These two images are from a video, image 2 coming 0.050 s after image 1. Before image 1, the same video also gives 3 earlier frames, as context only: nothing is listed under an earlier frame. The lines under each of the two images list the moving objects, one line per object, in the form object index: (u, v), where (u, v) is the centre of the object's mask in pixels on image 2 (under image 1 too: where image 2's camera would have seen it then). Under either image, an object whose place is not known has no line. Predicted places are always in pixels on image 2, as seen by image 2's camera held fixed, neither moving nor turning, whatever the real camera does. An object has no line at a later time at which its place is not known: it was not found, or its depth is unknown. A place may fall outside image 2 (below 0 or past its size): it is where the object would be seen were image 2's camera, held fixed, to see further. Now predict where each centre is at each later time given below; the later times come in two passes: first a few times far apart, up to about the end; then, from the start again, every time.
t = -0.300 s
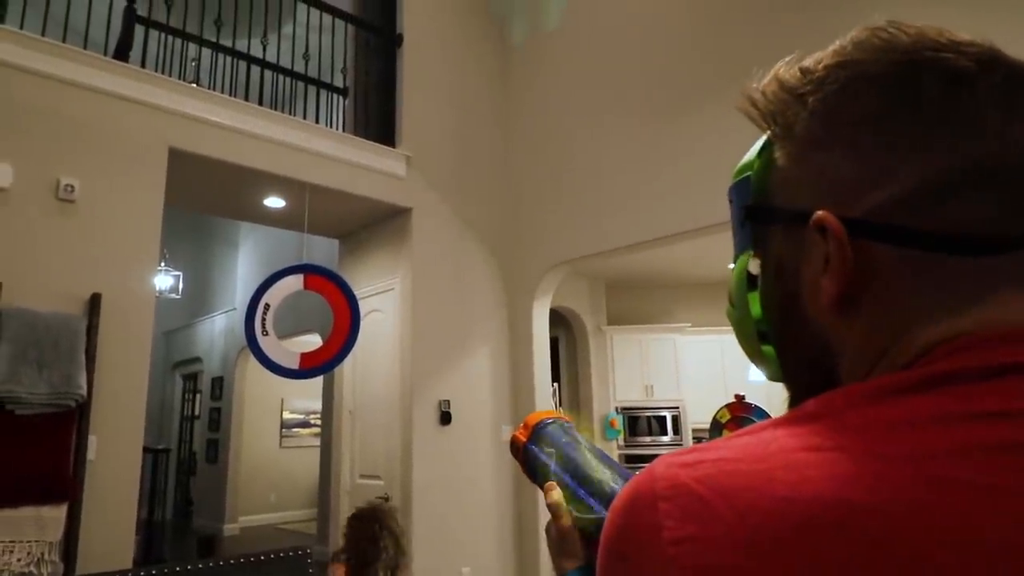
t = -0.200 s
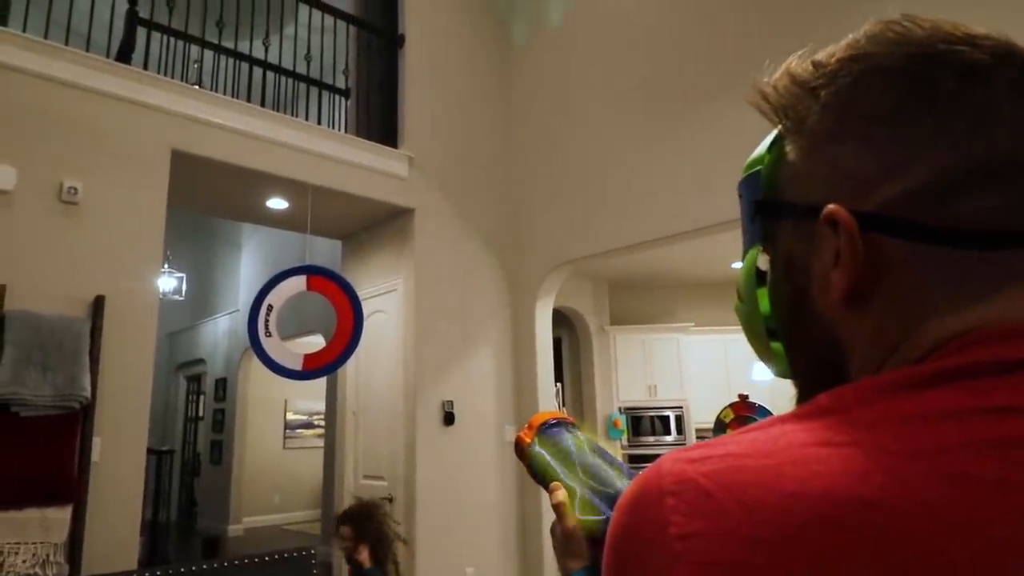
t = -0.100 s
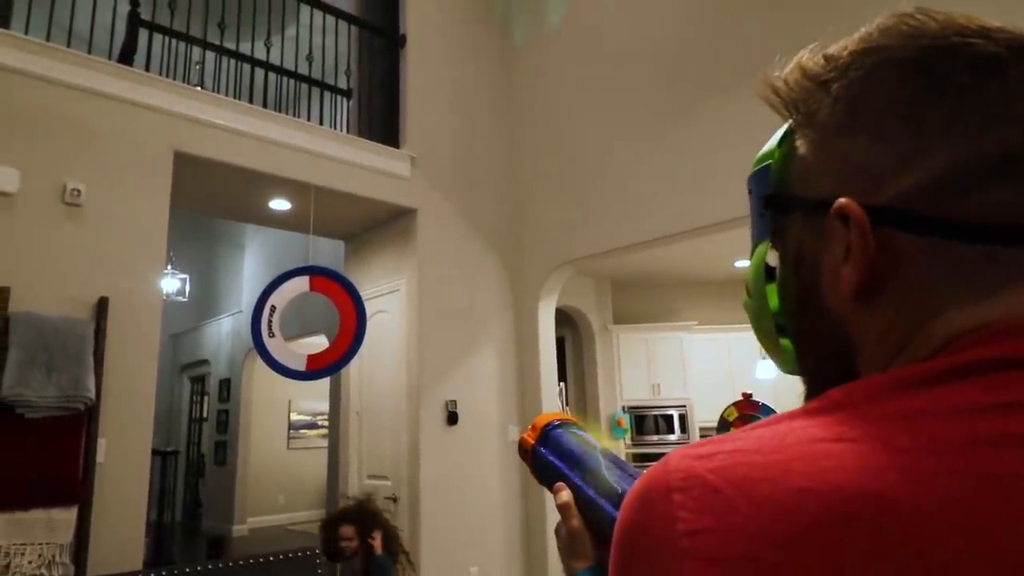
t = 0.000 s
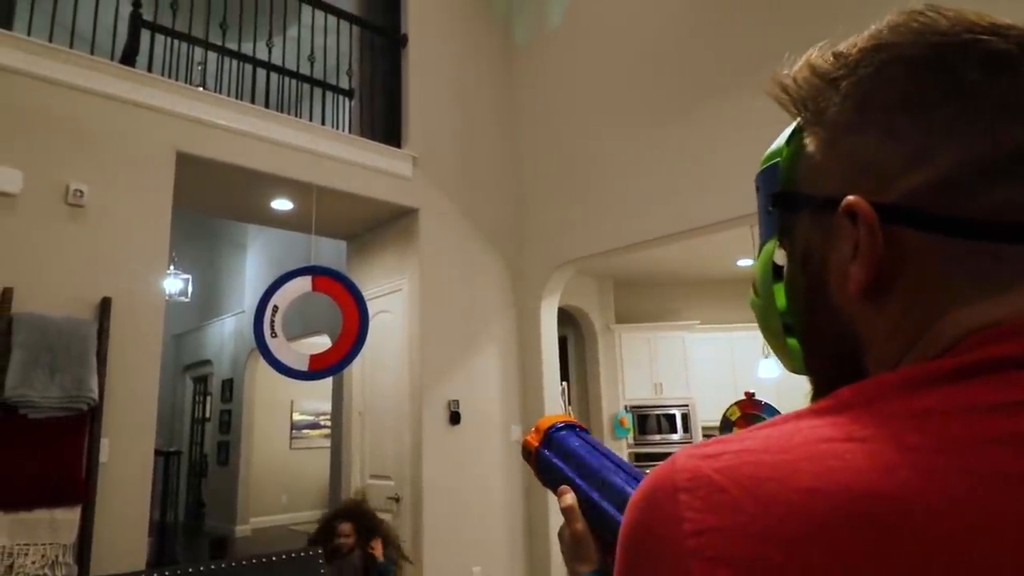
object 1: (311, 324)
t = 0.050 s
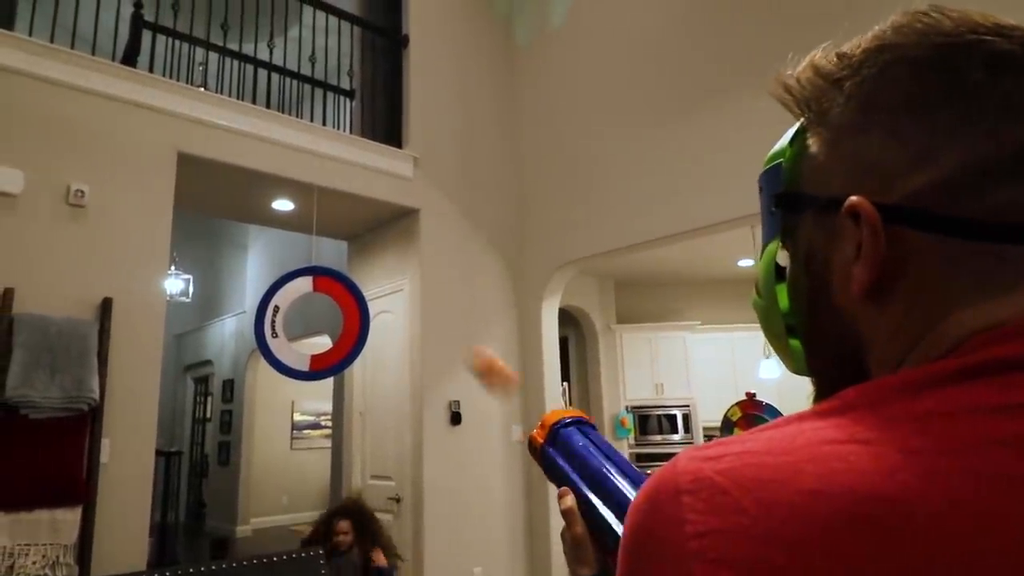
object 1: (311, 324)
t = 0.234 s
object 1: (312, 323)
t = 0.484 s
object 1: (316, 302)
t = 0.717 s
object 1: (326, 290)
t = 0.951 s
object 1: (334, 321)
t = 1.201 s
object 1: (326, 303)
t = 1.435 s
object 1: (323, 311)
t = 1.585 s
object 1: (323, 311)
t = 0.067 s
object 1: (311, 324)
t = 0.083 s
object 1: (312, 324)
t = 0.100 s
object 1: (312, 324)
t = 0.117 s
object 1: (312, 324)
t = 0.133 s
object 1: (312, 324)
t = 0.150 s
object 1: (312, 324)
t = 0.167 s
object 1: (312, 324)
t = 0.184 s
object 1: (312, 324)
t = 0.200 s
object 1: (312, 324)
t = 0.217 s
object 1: (312, 324)
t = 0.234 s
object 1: (312, 323)
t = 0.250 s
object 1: (312, 324)
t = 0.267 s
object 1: (312, 324)
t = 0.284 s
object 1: (312, 324)
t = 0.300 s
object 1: (312, 324)
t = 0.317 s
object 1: (312, 324)
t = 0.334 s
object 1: (312, 324)
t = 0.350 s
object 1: (311, 323)
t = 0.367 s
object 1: (311, 322)
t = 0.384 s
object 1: (312, 321)
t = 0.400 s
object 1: (314, 320)
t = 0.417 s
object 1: (313, 318)
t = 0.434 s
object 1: (313, 314)
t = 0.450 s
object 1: (315, 310)
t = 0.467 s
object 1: (316, 306)
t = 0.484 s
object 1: (316, 302)
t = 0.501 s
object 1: (316, 299)
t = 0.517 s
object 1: (317, 296)
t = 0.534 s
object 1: (319, 294)
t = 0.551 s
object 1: (319, 291)
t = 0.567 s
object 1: (319, 290)
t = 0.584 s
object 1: (320, 288)
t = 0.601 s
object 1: (321, 287)
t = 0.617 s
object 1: (322, 286)
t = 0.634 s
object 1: (322, 286)
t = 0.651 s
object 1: (323, 286)
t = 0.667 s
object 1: (324, 286)
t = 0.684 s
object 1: (325, 287)
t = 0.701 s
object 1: (325, 288)
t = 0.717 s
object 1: (326, 290)
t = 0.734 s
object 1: (327, 291)
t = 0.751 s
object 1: (328, 293)
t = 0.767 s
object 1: (329, 296)
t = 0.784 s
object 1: (330, 299)
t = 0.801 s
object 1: (330, 301)
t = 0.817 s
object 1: (331, 304)
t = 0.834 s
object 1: (332, 307)
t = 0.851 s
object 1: (333, 309)
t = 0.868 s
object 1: (333, 311)
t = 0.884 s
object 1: (333, 314)
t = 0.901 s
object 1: (334, 317)
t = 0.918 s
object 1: (334, 319)
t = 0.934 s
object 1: (334, 320)
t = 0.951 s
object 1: (334, 321)
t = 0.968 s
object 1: (334, 321)
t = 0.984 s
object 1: (334, 319)
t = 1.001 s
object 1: (333, 317)
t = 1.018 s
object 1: (333, 315)
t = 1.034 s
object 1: (333, 314)
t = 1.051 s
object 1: (332, 312)
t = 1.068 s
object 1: (331, 310)
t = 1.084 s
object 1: (331, 308)
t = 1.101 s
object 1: (330, 308)
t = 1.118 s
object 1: (330, 309)
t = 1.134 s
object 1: (329, 306)
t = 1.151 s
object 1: (328, 305)
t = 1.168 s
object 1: (327, 306)
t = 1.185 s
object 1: (327, 305)
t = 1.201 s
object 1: (326, 303)
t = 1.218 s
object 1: (326, 303)
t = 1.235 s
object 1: (326, 302)
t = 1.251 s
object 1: (325, 301)
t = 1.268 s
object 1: (325, 303)
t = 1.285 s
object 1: (325, 302)
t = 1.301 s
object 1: (324, 303)
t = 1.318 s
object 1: (324, 302)
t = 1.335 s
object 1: (324, 304)
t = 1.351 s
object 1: (323, 305)
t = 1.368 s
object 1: (323, 306)
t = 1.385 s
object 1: (323, 307)
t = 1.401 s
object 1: (323, 308)
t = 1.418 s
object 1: (323, 309)
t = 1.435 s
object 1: (323, 311)
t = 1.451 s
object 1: (323, 312)
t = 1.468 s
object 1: (323, 314)
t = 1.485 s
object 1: (323, 316)
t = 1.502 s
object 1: (323, 316)
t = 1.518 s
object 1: (323, 317)
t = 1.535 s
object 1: (323, 317)
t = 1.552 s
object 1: (323, 316)
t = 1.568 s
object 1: (323, 314)
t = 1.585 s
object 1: (323, 311)
